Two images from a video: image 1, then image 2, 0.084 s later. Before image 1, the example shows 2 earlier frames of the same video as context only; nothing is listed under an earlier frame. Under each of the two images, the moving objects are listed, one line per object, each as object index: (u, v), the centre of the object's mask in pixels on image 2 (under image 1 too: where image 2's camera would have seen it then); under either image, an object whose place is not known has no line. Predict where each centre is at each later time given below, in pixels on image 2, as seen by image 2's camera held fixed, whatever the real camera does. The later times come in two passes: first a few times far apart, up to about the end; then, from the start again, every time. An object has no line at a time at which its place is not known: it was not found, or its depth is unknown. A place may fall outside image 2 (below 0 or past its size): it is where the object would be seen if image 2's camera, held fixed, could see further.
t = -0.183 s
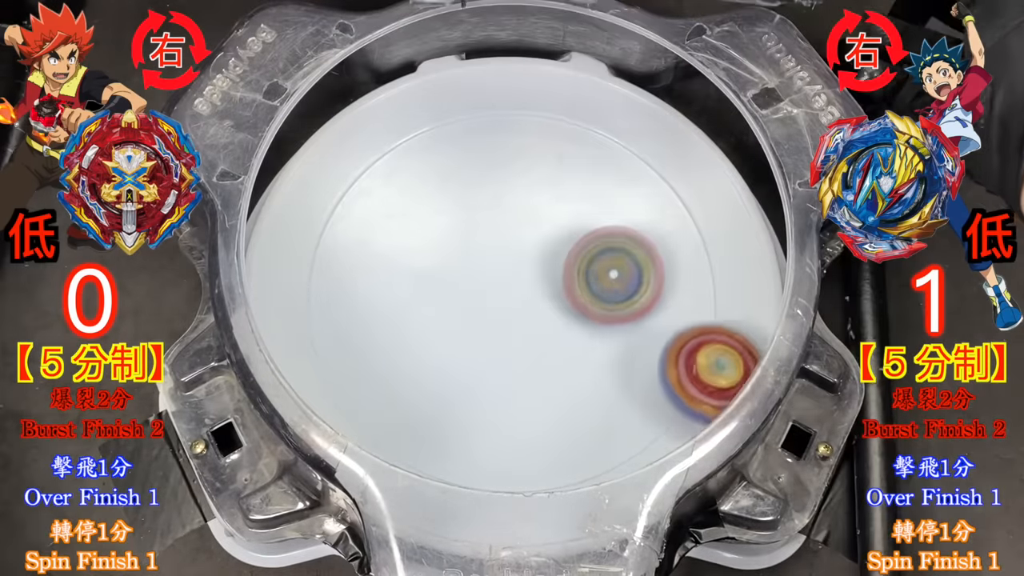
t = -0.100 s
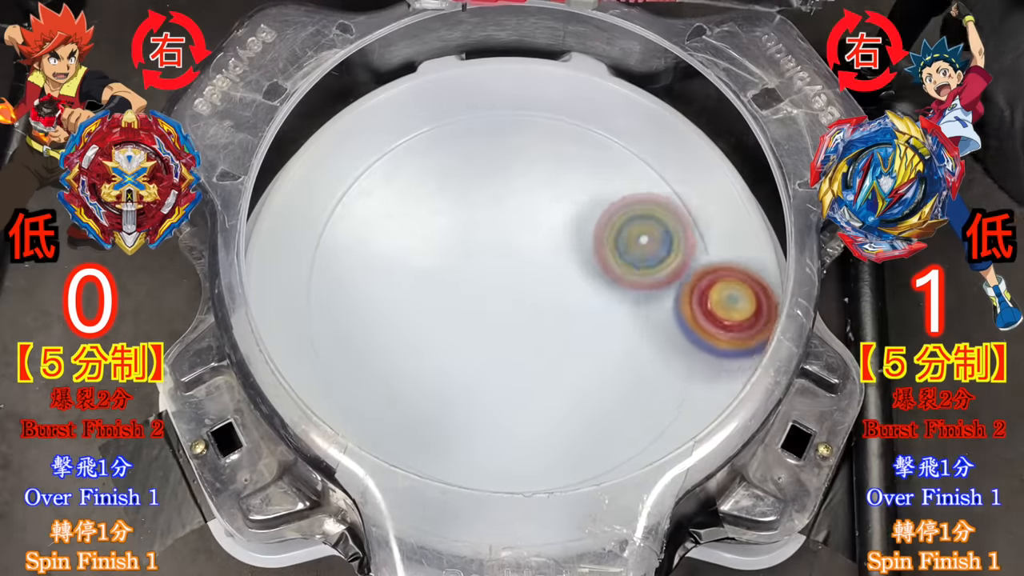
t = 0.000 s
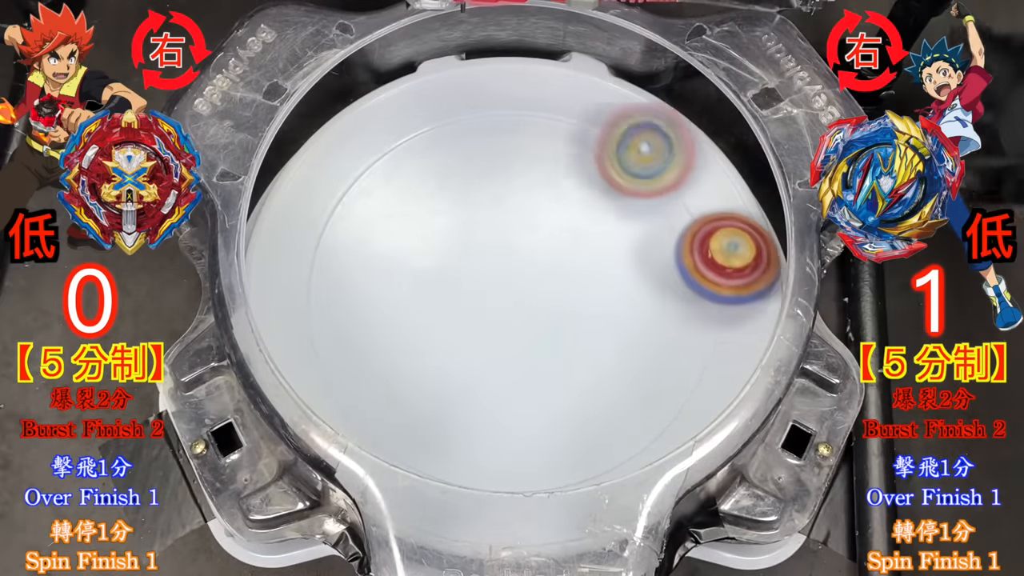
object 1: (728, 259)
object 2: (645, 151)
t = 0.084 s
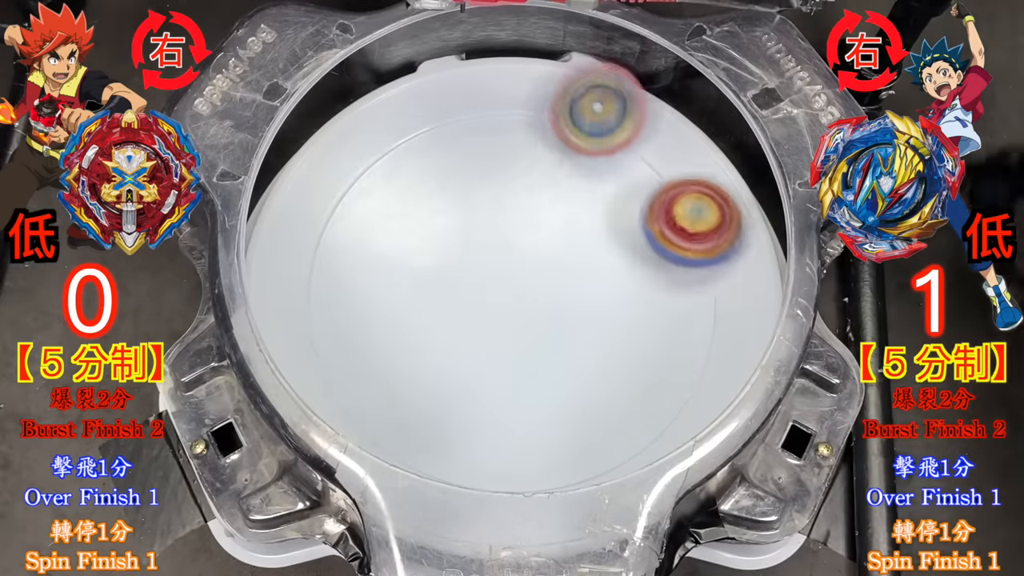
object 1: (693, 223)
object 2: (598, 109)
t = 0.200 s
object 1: (589, 205)
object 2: (534, 82)
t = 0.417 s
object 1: (429, 429)
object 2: (284, 220)
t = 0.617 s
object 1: (558, 545)
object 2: (474, 288)
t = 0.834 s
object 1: (548, 544)
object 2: (709, 268)
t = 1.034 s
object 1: (467, 549)
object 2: (481, 114)
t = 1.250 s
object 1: (452, 476)
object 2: (328, 272)
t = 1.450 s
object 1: (568, 440)
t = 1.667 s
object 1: (678, 306)
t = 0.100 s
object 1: (680, 214)
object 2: (591, 106)
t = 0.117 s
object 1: (666, 208)
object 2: (583, 102)
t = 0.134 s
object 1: (652, 201)
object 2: (576, 102)
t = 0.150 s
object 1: (635, 194)
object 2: (570, 103)
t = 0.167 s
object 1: (618, 188)
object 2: (562, 108)
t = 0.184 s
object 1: (603, 195)
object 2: (549, 99)
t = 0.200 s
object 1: (589, 205)
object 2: (534, 82)
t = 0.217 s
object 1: (575, 217)
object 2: (518, 75)
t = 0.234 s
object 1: (559, 228)
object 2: (500, 85)
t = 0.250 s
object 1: (542, 238)
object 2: (480, 99)
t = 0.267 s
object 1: (524, 248)
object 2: (462, 116)
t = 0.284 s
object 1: (506, 258)
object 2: (444, 133)
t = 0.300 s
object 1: (488, 265)
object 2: (427, 151)
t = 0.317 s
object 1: (469, 275)
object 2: (408, 175)
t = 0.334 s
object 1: (449, 283)
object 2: (392, 200)
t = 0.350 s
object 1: (437, 304)
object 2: (370, 210)
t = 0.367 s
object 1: (433, 336)
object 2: (344, 211)
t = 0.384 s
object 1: (429, 369)
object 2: (319, 211)
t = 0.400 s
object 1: (428, 400)
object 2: (298, 215)
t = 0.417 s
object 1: (429, 429)
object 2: (284, 220)
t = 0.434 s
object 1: (431, 460)
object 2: (278, 224)
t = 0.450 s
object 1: (442, 474)
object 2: (283, 222)
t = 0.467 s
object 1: (454, 487)
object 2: (290, 223)
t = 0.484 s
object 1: (466, 503)
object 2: (301, 225)
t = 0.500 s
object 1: (479, 516)
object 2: (318, 229)
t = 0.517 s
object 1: (494, 530)
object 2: (335, 234)
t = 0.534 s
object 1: (508, 540)
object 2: (354, 241)
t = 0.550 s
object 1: (519, 548)
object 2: (376, 248)
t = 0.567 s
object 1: (530, 553)
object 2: (398, 256)
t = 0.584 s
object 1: (539, 551)
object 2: (423, 266)
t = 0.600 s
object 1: (543, 551)
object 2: (446, 277)
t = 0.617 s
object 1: (558, 545)
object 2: (474, 288)
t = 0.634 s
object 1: (574, 541)
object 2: (502, 299)
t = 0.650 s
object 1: (581, 541)
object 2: (534, 308)
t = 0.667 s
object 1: (587, 546)
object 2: (566, 315)
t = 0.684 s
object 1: (594, 547)
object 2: (600, 319)
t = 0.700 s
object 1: (588, 547)
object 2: (633, 321)
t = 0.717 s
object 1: (587, 549)
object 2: (668, 320)
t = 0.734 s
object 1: (586, 552)
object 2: (698, 315)
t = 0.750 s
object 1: (585, 553)
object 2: (725, 308)
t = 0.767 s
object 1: (581, 551)
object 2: (741, 300)
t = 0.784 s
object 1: (570, 550)
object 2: (739, 291)
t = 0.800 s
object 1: (565, 543)
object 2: (734, 283)
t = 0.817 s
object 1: (554, 544)
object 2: (722, 277)
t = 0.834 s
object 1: (548, 544)
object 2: (709, 268)
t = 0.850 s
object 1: (540, 554)
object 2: (694, 257)
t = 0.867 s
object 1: (534, 553)
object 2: (678, 246)
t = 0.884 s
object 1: (530, 550)
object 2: (662, 235)
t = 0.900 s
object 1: (523, 550)
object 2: (645, 222)
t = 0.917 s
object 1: (516, 551)
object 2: (629, 209)
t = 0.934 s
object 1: (512, 553)
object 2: (611, 195)
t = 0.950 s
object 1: (509, 555)
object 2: (593, 180)
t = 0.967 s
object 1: (503, 555)
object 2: (574, 165)
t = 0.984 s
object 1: (493, 550)
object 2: (553, 150)
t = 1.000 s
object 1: (480, 551)
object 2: (529, 135)
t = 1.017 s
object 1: (472, 550)
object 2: (506, 124)
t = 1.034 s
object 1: (467, 549)
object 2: (481, 114)
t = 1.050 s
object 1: (459, 546)
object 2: (456, 110)
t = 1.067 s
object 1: (450, 545)
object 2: (430, 111)
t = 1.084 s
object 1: (439, 550)
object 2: (405, 115)
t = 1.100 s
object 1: (442, 556)
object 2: (379, 123)
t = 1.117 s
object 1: (443, 561)
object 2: (353, 134)
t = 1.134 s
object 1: (441, 558)
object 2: (331, 146)
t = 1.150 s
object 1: (441, 552)
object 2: (312, 161)
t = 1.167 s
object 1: (443, 544)
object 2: (296, 179)
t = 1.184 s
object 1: (444, 533)
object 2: (285, 198)
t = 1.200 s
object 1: (446, 525)
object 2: (278, 220)
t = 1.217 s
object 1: (449, 516)
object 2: (286, 236)
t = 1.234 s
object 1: (449, 492)
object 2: (301, 254)
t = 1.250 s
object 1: (452, 476)
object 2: (328, 272)
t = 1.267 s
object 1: (457, 456)
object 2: (353, 291)
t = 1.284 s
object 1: (460, 439)
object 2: (378, 311)
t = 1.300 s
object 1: (463, 424)
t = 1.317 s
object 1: (470, 417)
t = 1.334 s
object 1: (479, 422)
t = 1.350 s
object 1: (491, 428)
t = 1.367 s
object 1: (503, 434)
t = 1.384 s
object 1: (514, 439)
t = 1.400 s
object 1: (529, 443)
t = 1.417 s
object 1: (541, 444)
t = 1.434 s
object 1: (554, 443)
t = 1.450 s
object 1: (568, 440)
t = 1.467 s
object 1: (579, 438)
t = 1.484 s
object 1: (594, 433)
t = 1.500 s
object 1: (604, 427)
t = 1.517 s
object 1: (617, 419)
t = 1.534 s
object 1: (626, 409)
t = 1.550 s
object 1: (636, 399)
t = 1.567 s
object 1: (643, 387)
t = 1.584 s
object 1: (653, 374)
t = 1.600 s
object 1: (658, 358)
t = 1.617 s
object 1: (667, 347)
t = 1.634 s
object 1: (670, 335)
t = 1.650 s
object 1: (676, 322)
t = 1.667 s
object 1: (678, 306)
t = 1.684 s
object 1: (682, 292)
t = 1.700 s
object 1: (681, 281)
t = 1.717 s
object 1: (684, 263)
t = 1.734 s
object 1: (681, 252)
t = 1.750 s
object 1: (679, 238)
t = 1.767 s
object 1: (678, 227)
